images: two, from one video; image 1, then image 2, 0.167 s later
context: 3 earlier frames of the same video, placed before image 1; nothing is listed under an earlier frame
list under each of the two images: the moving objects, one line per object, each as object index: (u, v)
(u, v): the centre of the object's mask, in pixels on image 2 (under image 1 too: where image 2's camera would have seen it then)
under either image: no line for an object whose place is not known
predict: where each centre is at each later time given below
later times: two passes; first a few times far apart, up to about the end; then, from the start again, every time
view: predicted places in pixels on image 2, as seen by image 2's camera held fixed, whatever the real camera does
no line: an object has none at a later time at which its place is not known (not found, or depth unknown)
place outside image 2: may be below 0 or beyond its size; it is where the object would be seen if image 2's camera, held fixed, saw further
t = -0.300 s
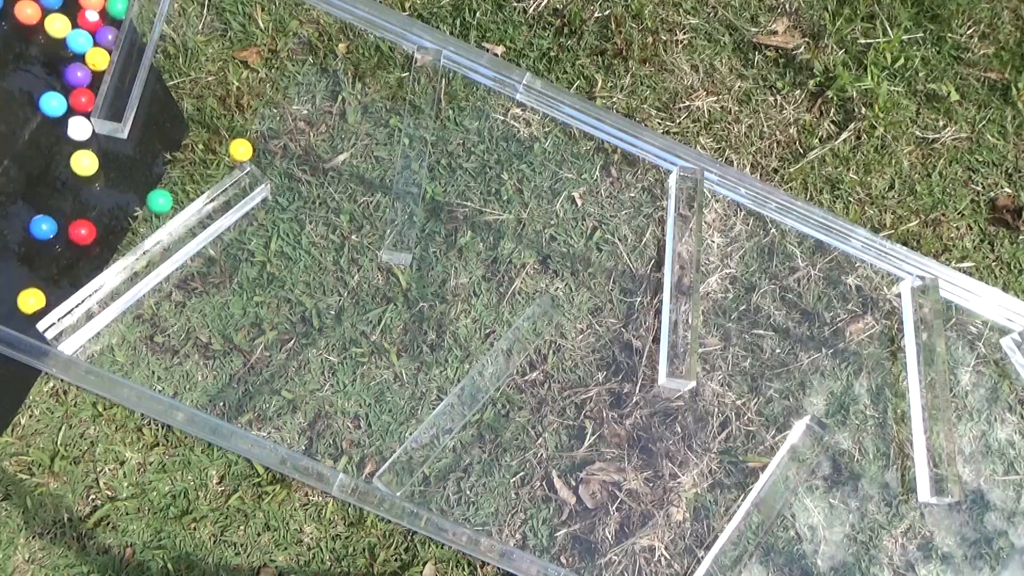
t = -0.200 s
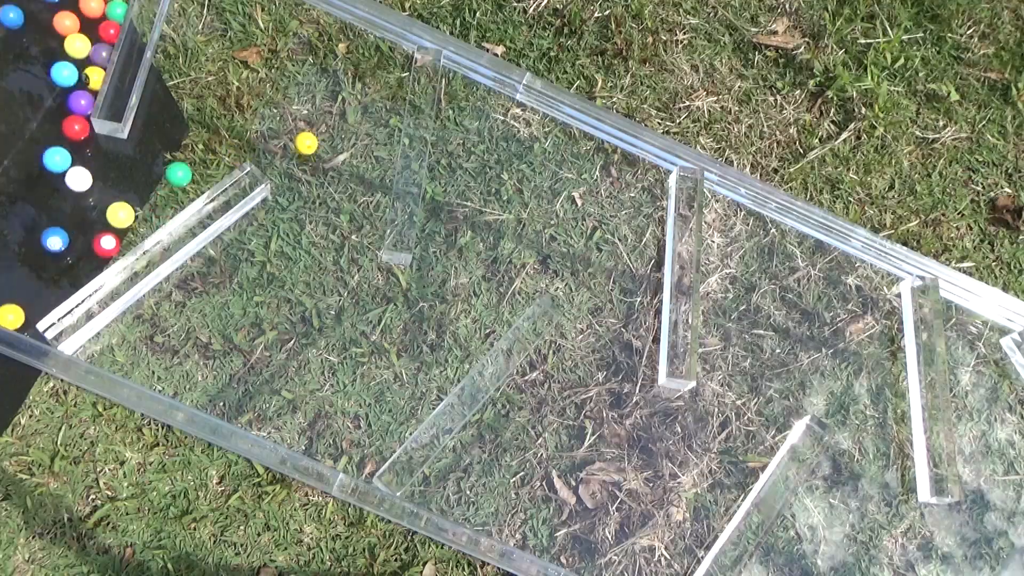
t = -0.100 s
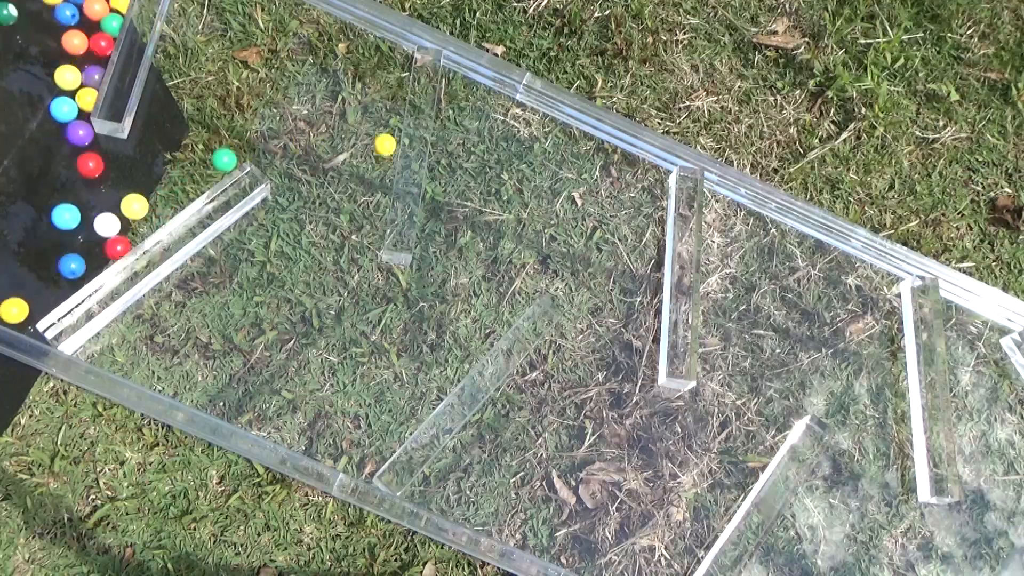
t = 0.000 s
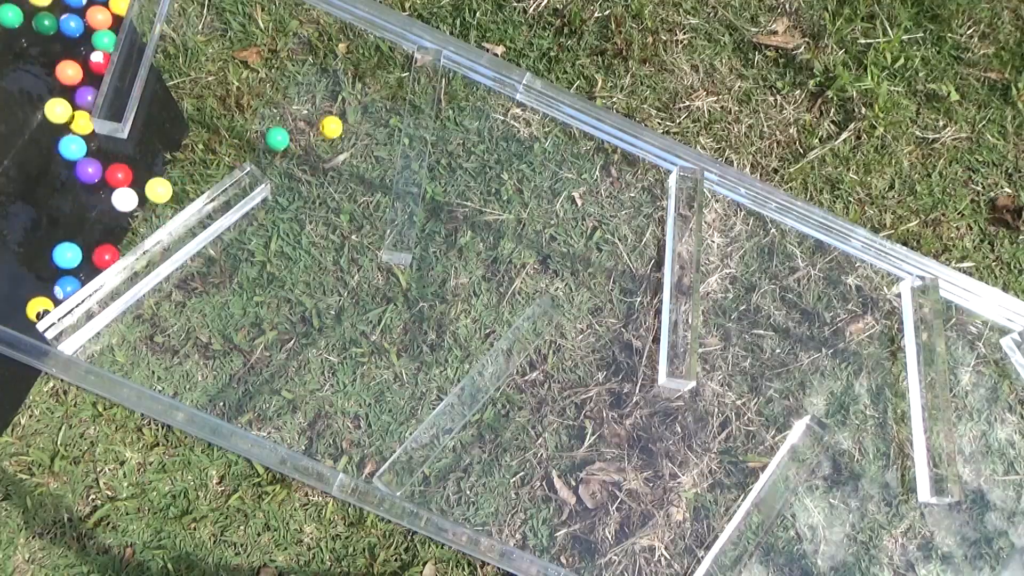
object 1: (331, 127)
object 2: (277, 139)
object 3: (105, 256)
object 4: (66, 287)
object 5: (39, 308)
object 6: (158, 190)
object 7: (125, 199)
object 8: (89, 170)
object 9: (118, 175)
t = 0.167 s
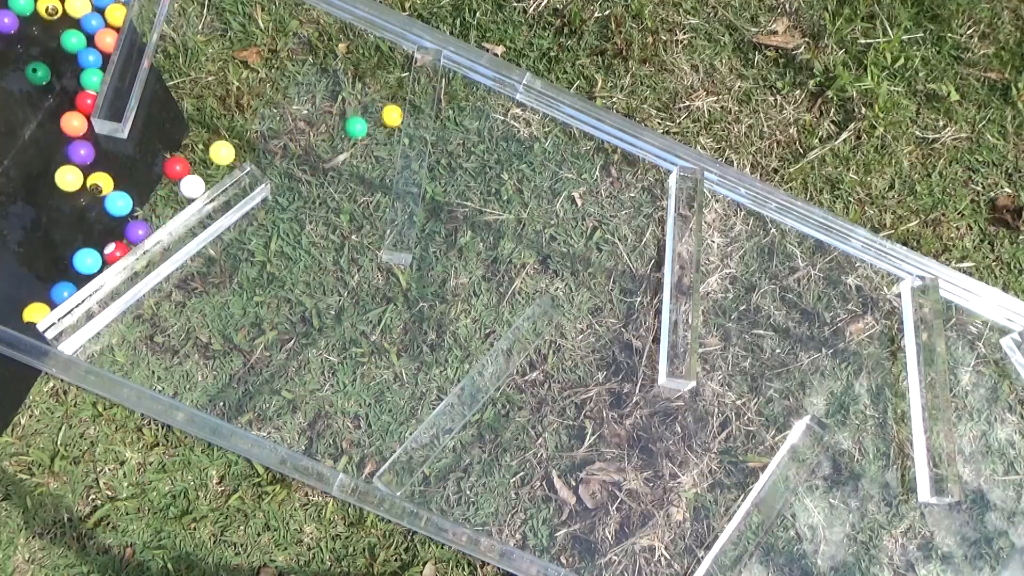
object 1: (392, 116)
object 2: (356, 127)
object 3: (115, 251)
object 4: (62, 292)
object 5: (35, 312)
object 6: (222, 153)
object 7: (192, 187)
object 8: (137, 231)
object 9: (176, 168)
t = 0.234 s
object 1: (380, 100)
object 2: (385, 137)
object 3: (118, 249)
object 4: (66, 289)
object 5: (41, 307)
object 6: (253, 137)
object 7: (213, 175)
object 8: (142, 229)
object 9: (193, 147)
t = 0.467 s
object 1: (395, 78)
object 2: (377, 174)
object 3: (142, 227)
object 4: (83, 277)
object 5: (60, 294)
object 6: (360, 106)
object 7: (322, 141)
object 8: (189, 193)
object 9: (340, 120)
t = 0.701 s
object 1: (397, 87)
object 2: (371, 261)
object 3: (200, 175)
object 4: (94, 268)
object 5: (71, 285)
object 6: (399, 64)
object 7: (381, 188)
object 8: (296, 137)
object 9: (361, 162)
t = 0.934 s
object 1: (391, 132)
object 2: (422, 365)
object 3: (287, 134)
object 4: (94, 268)
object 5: (68, 288)
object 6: (396, 100)
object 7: (373, 230)
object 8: (369, 142)
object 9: (370, 207)
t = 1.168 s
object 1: (390, 135)
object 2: (410, 350)
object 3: (354, 110)
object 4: (94, 268)
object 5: (72, 285)
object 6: (389, 112)
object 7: (394, 307)
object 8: (376, 195)
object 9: (369, 286)
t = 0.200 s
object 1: (380, 109)
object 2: (375, 131)
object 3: (117, 250)
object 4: (64, 290)
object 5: (38, 308)
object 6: (236, 144)
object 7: (201, 181)
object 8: (135, 230)
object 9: (183, 157)
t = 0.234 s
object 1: (380, 100)
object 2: (385, 137)
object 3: (118, 249)
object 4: (66, 289)
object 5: (41, 307)
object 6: (253, 137)
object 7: (213, 175)
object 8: (142, 229)
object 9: (193, 147)
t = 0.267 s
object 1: (383, 94)
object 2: (371, 138)
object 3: (120, 247)
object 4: (69, 287)
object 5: (47, 304)
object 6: (273, 131)
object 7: (223, 168)
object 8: (147, 225)
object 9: (207, 140)
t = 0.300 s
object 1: (387, 90)
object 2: (364, 141)
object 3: (124, 245)
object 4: (71, 285)
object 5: (47, 303)
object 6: (295, 127)
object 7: (234, 159)
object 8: (152, 221)
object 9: (223, 133)
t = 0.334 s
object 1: (393, 86)
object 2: (361, 145)
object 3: (128, 241)
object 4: (75, 283)
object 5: (49, 303)
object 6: (320, 124)
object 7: (248, 153)
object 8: (158, 217)
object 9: (242, 128)
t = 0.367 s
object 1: (395, 84)
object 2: (360, 150)
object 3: (133, 237)
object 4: (76, 282)
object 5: (53, 300)
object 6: (347, 122)
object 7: (263, 148)
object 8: (165, 213)
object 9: (262, 125)
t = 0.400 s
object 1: (392, 81)
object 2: (363, 157)
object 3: (137, 233)
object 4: (79, 280)
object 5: (56, 297)
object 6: (376, 121)
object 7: (280, 144)
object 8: (172, 207)
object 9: (286, 122)
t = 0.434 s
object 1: (392, 79)
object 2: (369, 165)
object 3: (140, 231)
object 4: (82, 277)
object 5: (58, 296)
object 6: (381, 114)
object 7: (300, 142)
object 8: (179, 202)
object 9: (312, 121)
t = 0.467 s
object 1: (395, 78)
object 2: (377, 174)
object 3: (142, 227)
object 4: (83, 277)
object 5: (60, 294)
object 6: (360, 106)
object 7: (322, 141)
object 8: (189, 193)
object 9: (340, 120)
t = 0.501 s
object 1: (398, 78)
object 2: (377, 182)
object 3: (145, 222)
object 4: (86, 275)
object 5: (63, 292)
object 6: (363, 89)
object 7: (337, 152)
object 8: (200, 184)
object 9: (360, 127)
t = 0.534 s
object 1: (396, 78)
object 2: (372, 188)
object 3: (158, 216)
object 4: (88, 273)
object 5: (66, 290)
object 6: (368, 75)
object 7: (352, 167)
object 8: (213, 175)
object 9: (385, 133)
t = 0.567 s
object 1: (398, 79)
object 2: (375, 202)
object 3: (159, 205)
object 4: (92, 270)
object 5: (70, 287)
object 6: (377, 63)
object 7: (362, 172)
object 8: (226, 165)
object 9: (379, 137)
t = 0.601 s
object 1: (398, 79)
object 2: (373, 216)
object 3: (173, 200)
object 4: (95, 268)
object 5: (69, 286)
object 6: (387, 53)
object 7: (372, 176)
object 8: (241, 156)
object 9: (381, 145)
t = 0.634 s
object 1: (399, 80)
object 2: (370, 230)
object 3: (186, 193)
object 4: (94, 268)
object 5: (68, 285)
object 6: (396, 48)
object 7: (381, 181)
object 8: (257, 150)
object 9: (370, 149)
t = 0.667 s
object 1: (399, 81)
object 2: (368, 244)
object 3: (192, 184)
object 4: (94, 268)
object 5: (69, 285)
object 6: (399, 59)
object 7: (377, 183)
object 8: (275, 143)
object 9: (364, 155)
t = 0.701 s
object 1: (397, 87)
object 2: (371, 261)
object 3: (200, 175)
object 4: (94, 268)
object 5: (71, 285)
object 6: (399, 64)
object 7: (381, 188)
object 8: (296, 137)
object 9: (361, 162)
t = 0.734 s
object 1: (397, 94)
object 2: (377, 278)
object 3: (210, 171)
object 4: (94, 268)
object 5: (70, 285)
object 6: (398, 68)
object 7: (378, 191)
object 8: (319, 132)
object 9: (360, 170)
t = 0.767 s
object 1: (395, 100)
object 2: (385, 297)
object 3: (221, 168)
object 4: (94, 268)
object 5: (66, 289)
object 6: (400, 73)
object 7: (379, 194)
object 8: (345, 129)
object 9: (362, 179)
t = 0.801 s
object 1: (394, 107)
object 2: (396, 317)
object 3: (231, 162)
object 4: (97, 266)
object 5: (63, 292)
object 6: (399, 77)
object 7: (378, 201)
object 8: (366, 134)
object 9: (360, 184)
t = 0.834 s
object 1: (394, 112)
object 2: (412, 339)
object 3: (242, 153)
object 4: (96, 267)
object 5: (64, 291)
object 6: (398, 83)
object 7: (378, 207)
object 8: (388, 142)
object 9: (361, 190)
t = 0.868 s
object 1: (393, 118)
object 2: (429, 362)
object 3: (252, 147)
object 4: (93, 269)
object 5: (66, 290)
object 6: (397, 88)
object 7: (377, 214)
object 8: (370, 140)
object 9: (362, 195)
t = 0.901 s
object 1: (392, 124)
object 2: (442, 378)
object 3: (267, 140)
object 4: (94, 268)
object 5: (67, 289)
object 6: (396, 94)
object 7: (375, 222)
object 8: (382, 144)
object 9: (365, 200)
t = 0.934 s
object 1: (391, 132)
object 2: (422, 365)
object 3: (287, 134)
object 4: (94, 268)
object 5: (68, 288)
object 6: (396, 100)
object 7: (373, 230)
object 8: (369, 142)
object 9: (370, 207)
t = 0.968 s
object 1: (387, 126)
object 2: (407, 355)
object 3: (309, 129)
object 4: (94, 268)
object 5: (70, 287)
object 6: (395, 106)
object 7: (372, 238)
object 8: (362, 141)
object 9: (375, 214)
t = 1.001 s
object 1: (386, 132)
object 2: (399, 350)
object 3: (318, 131)
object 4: (94, 268)
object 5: (72, 285)
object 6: (394, 108)
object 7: (371, 247)
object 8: (356, 141)
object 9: (370, 219)
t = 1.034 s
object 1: (389, 139)
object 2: (396, 348)
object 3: (334, 129)
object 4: (95, 267)
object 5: (73, 284)
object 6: (394, 110)
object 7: (370, 257)
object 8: (354, 144)
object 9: (372, 231)
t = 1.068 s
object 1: (387, 144)
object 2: (395, 347)
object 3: (342, 123)
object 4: (95, 267)
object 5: (73, 284)
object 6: (392, 112)
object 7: (371, 267)
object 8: (363, 152)
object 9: (368, 243)
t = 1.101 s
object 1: (388, 142)
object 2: (397, 347)
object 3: (351, 121)
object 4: (95, 267)
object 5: (74, 284)
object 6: (392, 113)
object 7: (376, 280)
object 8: (370, 165)
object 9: (365, 257)
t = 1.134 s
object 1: (390, 138)
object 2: (402, 348)
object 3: (366, 116)
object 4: (95, 268)
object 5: (73, 284)
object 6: (392, 114)
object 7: (383, 293)
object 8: (377, 180)
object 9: (365, 270)
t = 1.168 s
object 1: (390, 135)
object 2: (410, 350)
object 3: (354, 110)
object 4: (94, 268)
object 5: (72, 285)
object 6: (389, 112)
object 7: (394, 307)
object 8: (376, 195)
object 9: (369, 286)
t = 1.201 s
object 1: (390, 133)
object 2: (422, 353)
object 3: (357, 104)
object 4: (94, 268)
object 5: (72, 285)
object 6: (388, 110)
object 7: (409, 322)
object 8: (375, 213)
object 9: (375, 302)
